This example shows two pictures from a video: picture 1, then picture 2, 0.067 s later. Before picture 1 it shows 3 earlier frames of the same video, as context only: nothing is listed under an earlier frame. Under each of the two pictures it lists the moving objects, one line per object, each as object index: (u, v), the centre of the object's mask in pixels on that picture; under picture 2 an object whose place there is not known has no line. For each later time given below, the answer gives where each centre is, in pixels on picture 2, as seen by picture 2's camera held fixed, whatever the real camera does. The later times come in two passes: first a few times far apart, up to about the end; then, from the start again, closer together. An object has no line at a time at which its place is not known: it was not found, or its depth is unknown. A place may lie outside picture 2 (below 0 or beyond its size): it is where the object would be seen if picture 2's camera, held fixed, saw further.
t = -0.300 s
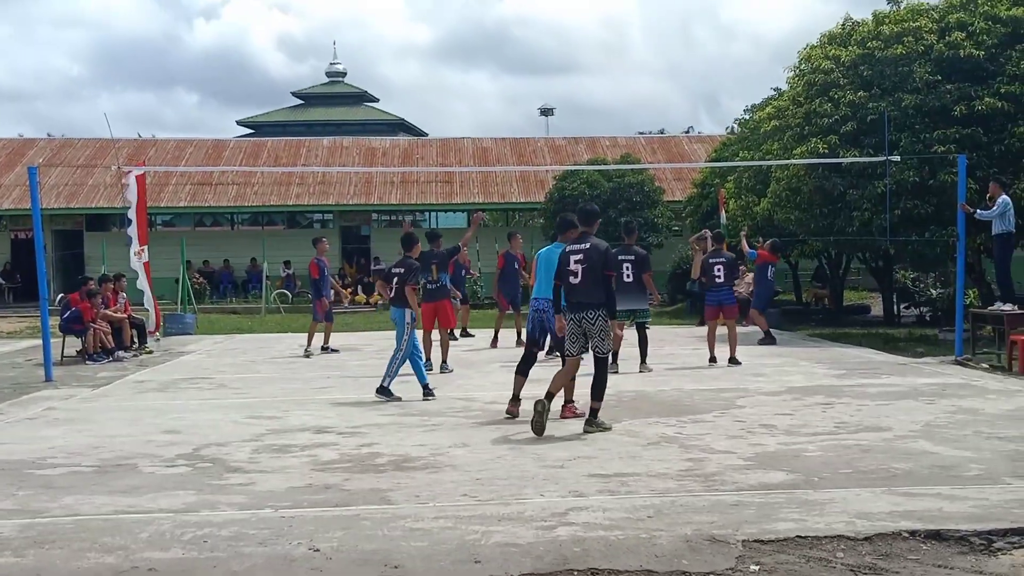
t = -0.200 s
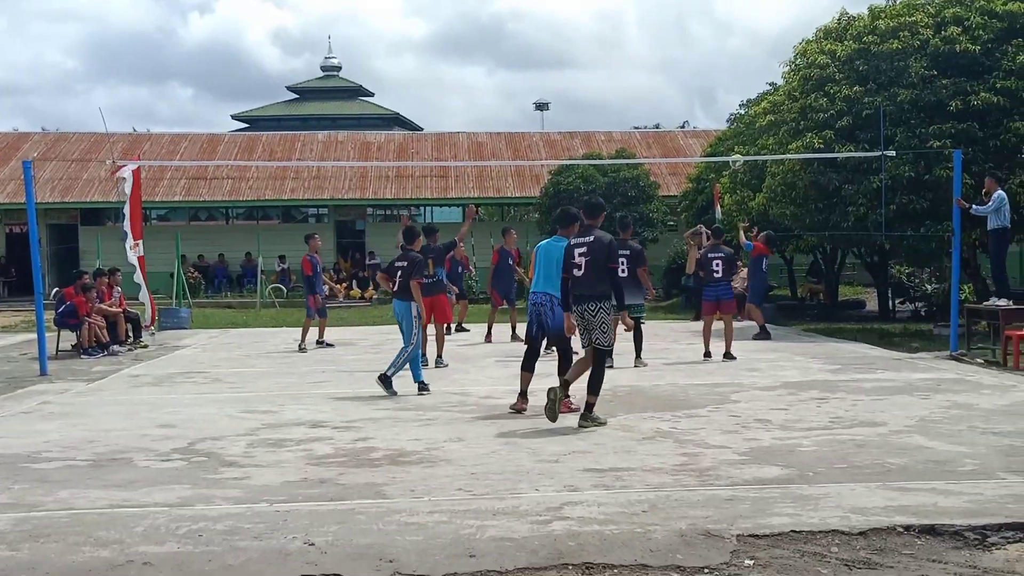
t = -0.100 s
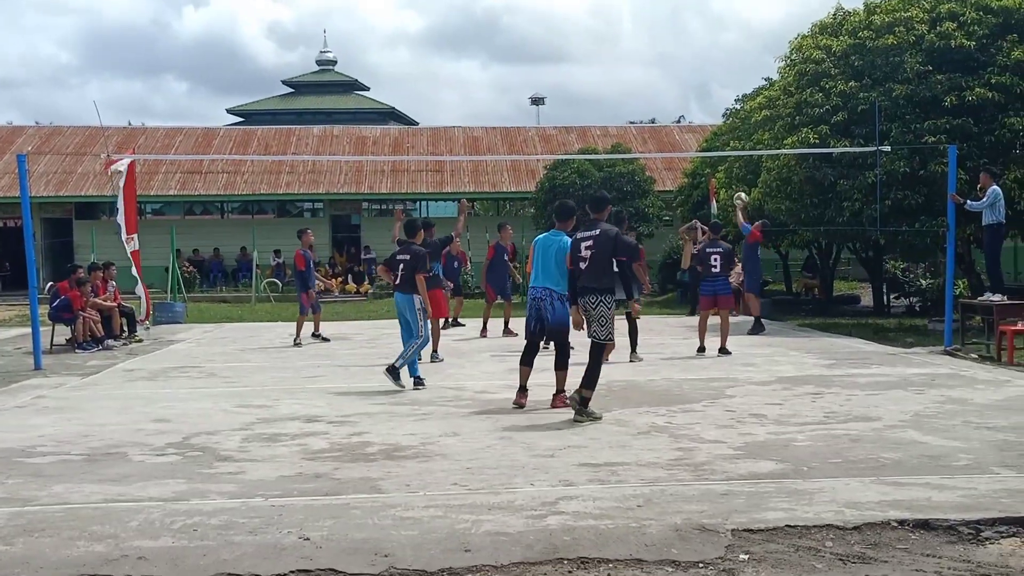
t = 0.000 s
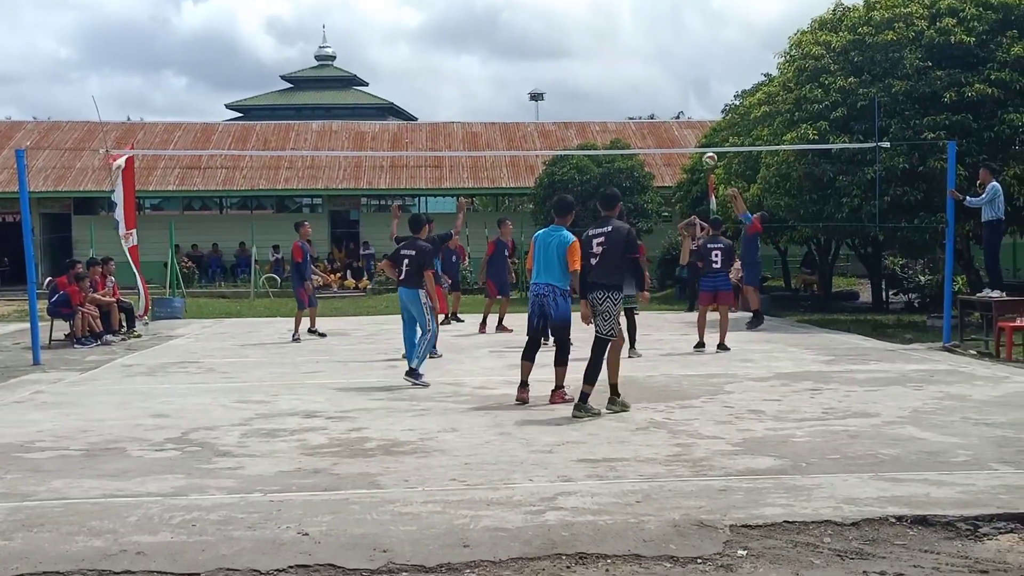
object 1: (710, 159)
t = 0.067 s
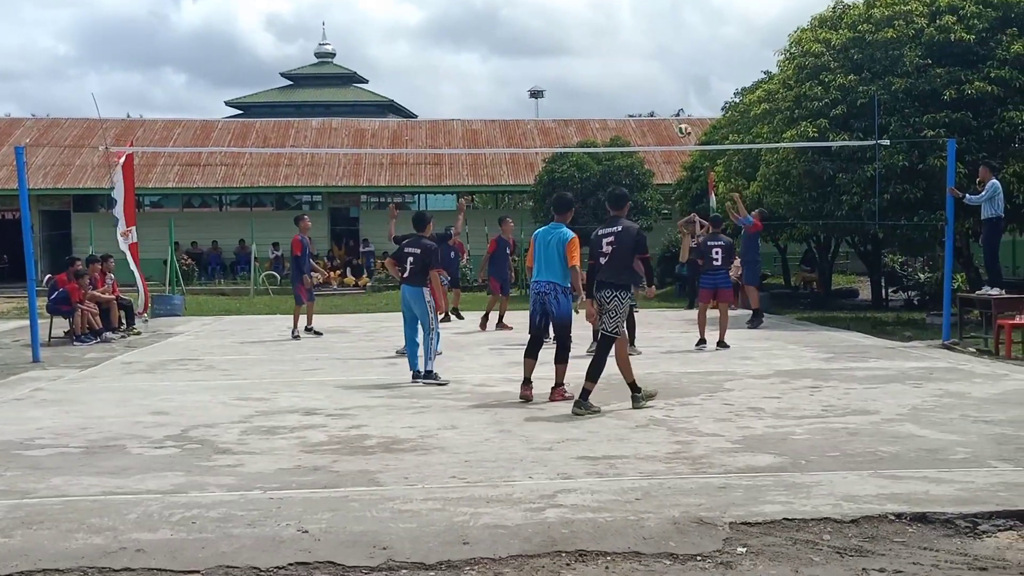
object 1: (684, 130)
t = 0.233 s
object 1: (619, 80)
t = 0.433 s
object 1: (543, 42)
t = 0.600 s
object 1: (479, 33)
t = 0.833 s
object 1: (390, 53)
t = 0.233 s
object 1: (619, 80)
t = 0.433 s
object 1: (543, 42)
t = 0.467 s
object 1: (530, 39)
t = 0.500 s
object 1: (518, 36)
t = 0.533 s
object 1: (505, 34)
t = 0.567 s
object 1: (492, 33)
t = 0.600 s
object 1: (479, 33)
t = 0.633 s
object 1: (467, 33)
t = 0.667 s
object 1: (454, 35)
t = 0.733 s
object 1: (428, 40)
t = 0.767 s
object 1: (415, 43)
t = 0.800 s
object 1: (403, 48)
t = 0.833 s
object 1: (390, 53)
